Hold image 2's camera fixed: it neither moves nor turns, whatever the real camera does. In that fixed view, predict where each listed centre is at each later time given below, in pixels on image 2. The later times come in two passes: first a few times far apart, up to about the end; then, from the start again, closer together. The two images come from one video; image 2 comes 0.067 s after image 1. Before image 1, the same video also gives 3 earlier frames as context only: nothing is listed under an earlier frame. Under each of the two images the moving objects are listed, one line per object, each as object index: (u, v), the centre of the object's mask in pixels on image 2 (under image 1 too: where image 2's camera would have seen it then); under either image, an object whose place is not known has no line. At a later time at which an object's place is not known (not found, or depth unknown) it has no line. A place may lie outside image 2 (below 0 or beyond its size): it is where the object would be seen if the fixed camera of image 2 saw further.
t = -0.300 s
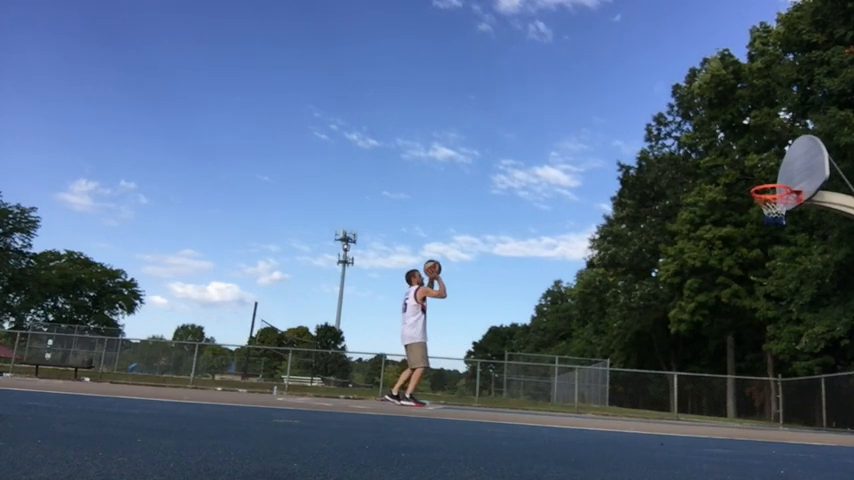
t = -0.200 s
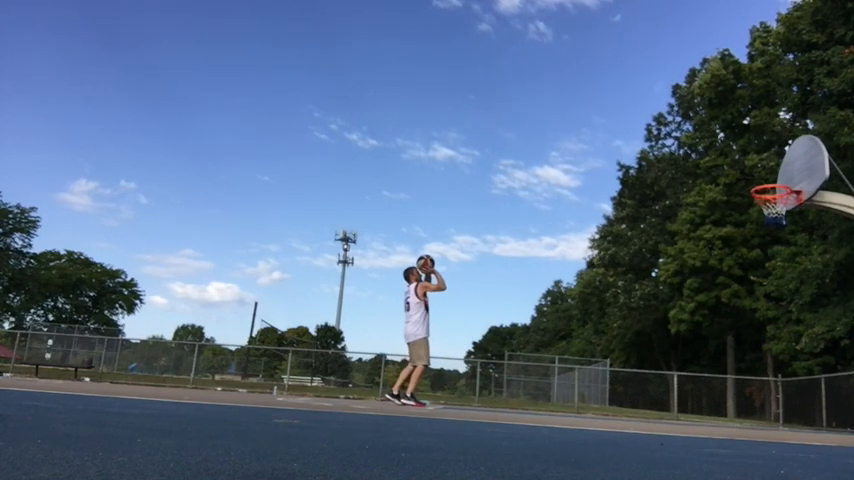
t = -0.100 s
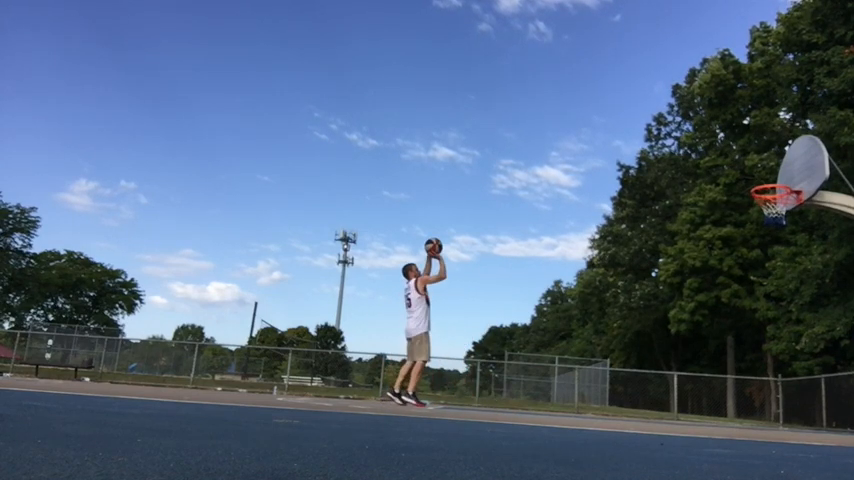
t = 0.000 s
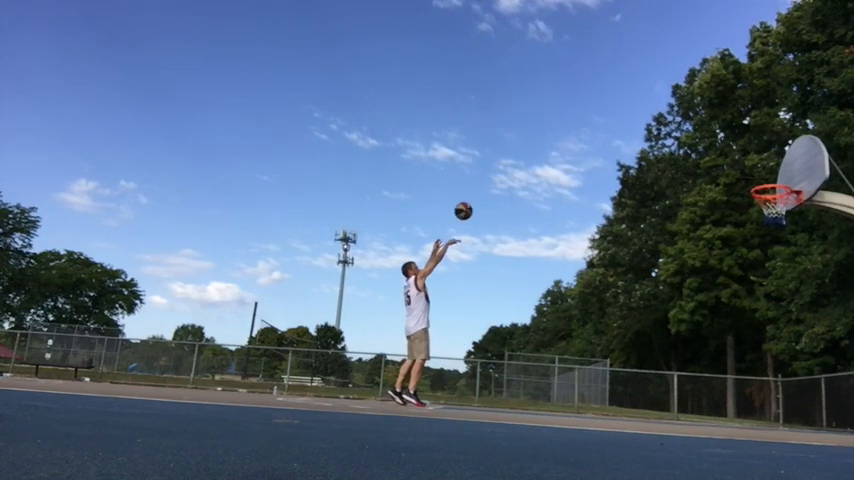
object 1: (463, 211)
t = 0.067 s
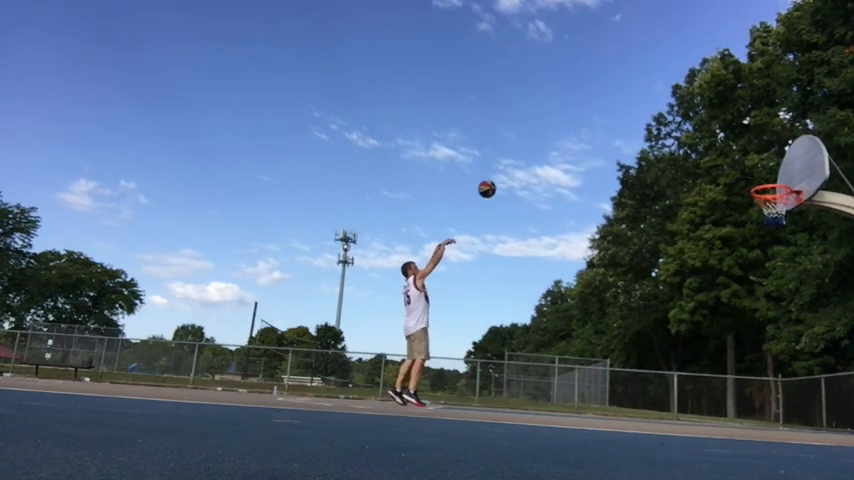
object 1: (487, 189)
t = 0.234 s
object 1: (544, 148)
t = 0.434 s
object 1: (609, 125)
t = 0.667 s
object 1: (684, 132)
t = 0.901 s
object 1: (762, 176)
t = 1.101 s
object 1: (765, 189)
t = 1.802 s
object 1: (768, 193)
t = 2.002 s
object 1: (759, 200)
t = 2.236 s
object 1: (780, 213)
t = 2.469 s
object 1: (802, 264)
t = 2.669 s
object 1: (823, 345)
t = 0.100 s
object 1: (498, 179)
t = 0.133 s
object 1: (510, 170)
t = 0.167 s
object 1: (521, 161)
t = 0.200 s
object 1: (532, 155)
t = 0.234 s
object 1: (544, 148)
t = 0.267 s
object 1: (555, 142)
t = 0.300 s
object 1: (566, 137)
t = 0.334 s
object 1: (577, 133)
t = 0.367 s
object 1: (588, 130)
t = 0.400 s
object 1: (599, 127)
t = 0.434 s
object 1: (609, 125)
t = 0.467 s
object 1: (620, 124)
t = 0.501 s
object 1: (631, 123)
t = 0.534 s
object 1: (642, 124)
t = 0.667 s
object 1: (684, 132)
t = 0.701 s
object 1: (695, 136)
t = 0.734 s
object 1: (706, 141)
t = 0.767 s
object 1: (717, 148)
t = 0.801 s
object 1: (729, 154)
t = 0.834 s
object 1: (741, 161)
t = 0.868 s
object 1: (751, 169)
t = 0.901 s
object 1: (762, 176)
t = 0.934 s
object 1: (770, 179)
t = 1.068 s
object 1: (769, 192)
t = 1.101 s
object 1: (765, 189)
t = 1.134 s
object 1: (763, 185)
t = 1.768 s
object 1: (774, 190)
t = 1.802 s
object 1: (768, 193)
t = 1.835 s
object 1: (766, 193)
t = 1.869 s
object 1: (762, 195)
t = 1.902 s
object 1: (758, 196)
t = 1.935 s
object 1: (759, 198)
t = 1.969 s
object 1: (758, 200)
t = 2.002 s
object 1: (759, 200)
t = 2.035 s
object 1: (761, 200)
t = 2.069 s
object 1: (765, 201)
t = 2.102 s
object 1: (768, 201)
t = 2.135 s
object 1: (771, 203)
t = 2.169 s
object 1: (775, 205)
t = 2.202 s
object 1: (777, 209)
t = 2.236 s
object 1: (780, 213)
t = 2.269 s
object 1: (783, 217)
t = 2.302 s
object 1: (786, 224)
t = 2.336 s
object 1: (789, 230)
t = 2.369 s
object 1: (792, 237)
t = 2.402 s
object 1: (795, 245)
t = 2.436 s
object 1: (798, 255)
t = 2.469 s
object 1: (802, 264)
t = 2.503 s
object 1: (805, 275)
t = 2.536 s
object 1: (809, 287)
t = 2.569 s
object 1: (812, 301)
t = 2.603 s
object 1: (816, 315)
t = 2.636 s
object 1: (819, 329)
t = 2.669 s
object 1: (823, 345)
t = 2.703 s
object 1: (827, 362)
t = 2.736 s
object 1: (831, 380)
